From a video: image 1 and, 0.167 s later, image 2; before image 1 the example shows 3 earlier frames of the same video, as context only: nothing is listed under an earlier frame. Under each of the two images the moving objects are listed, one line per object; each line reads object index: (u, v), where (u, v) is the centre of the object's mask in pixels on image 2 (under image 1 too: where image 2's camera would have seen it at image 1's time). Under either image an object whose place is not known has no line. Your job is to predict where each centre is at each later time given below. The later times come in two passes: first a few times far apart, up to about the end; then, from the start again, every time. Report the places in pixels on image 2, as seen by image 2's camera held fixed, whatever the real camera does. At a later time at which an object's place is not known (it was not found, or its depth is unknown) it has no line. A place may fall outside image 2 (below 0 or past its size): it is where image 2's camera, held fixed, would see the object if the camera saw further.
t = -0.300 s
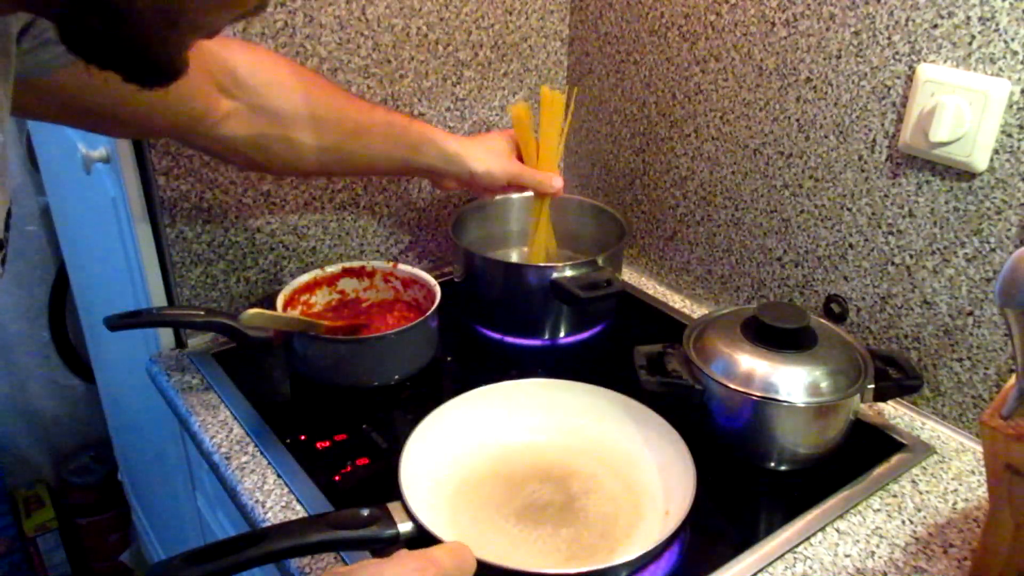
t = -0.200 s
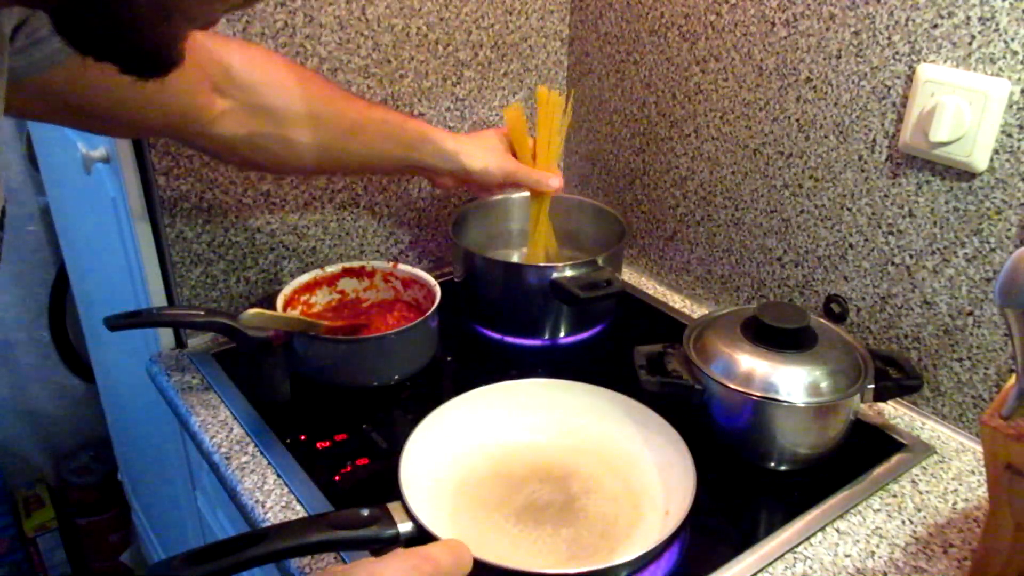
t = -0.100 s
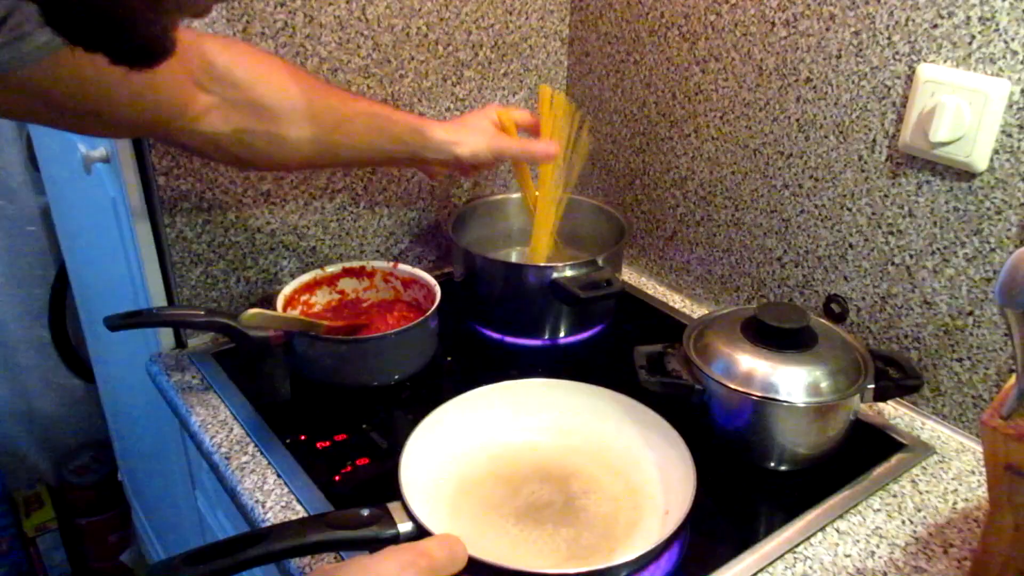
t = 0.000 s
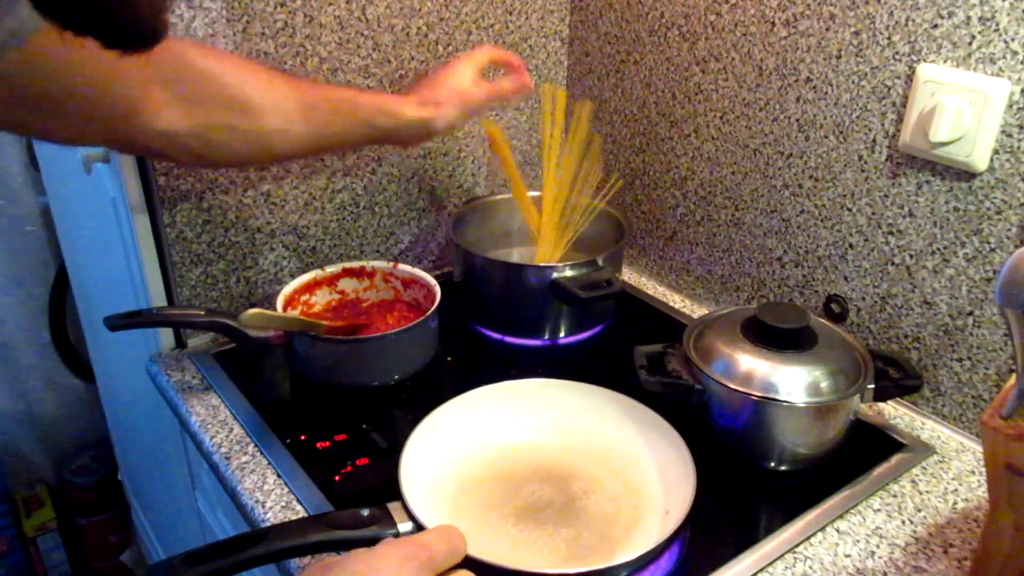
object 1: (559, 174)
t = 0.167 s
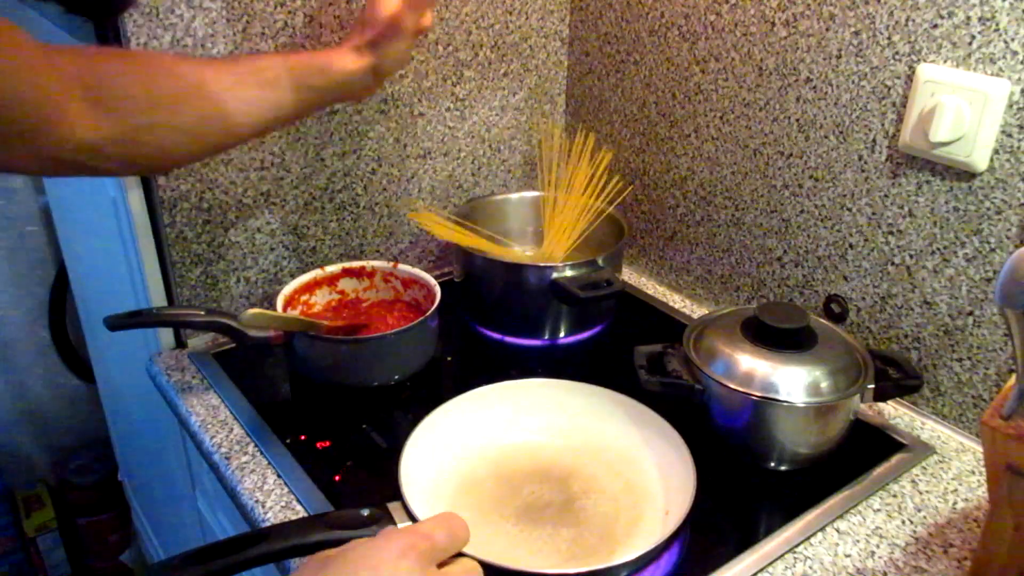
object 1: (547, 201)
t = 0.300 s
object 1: (540, 208)
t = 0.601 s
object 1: (542, 215)
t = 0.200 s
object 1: (543, 203)
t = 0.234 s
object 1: (542, 207)
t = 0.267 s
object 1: (541, 209)
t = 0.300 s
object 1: (540, 208)
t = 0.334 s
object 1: (540, 212)
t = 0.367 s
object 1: (542, 213)
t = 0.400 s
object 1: (542, 215)
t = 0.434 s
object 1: (543, 215)
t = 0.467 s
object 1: (542, 215)
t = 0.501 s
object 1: (541, 215)
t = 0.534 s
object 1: (541, 215)
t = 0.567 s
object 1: (542, 215)
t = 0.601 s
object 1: (542, 215)
